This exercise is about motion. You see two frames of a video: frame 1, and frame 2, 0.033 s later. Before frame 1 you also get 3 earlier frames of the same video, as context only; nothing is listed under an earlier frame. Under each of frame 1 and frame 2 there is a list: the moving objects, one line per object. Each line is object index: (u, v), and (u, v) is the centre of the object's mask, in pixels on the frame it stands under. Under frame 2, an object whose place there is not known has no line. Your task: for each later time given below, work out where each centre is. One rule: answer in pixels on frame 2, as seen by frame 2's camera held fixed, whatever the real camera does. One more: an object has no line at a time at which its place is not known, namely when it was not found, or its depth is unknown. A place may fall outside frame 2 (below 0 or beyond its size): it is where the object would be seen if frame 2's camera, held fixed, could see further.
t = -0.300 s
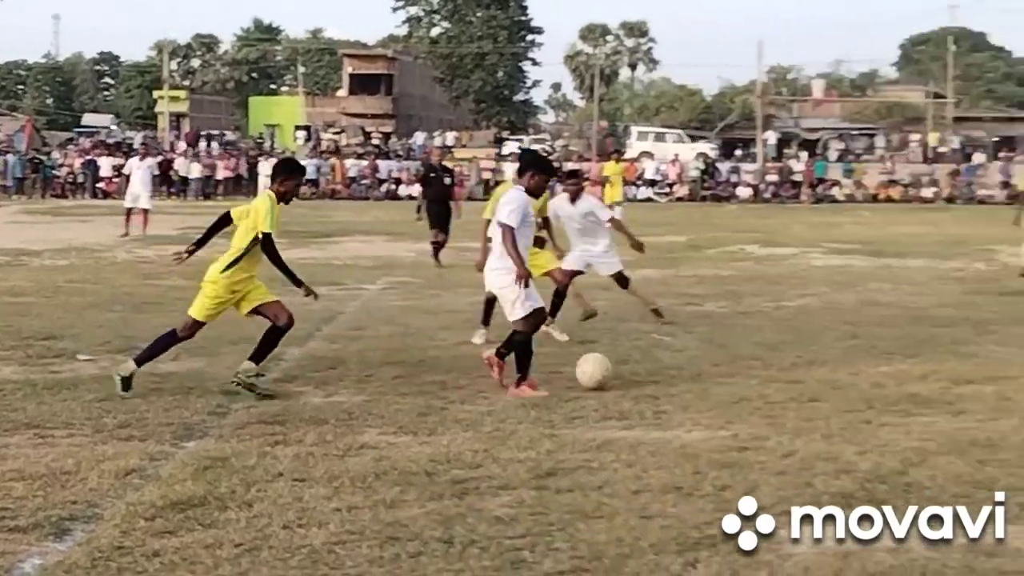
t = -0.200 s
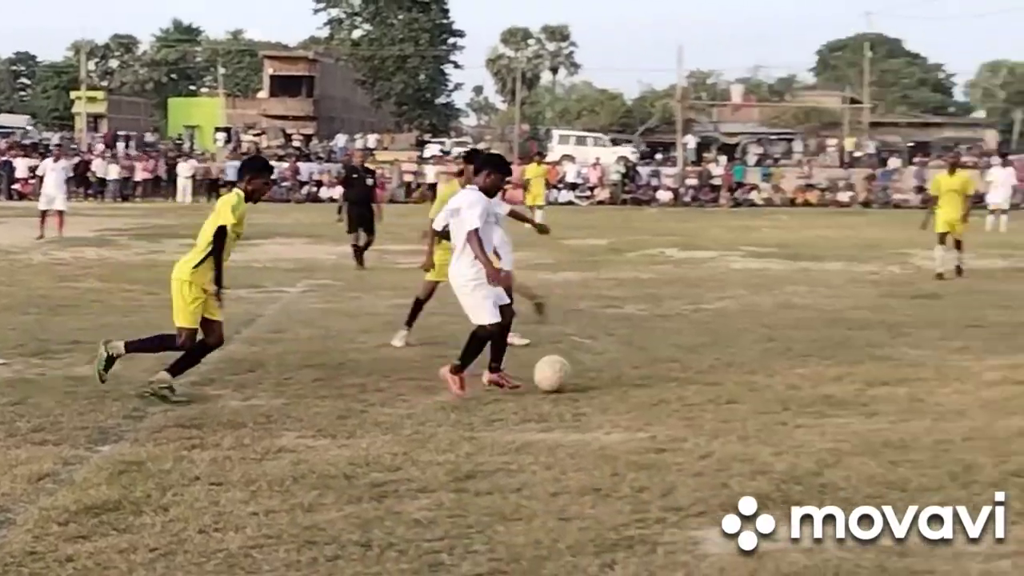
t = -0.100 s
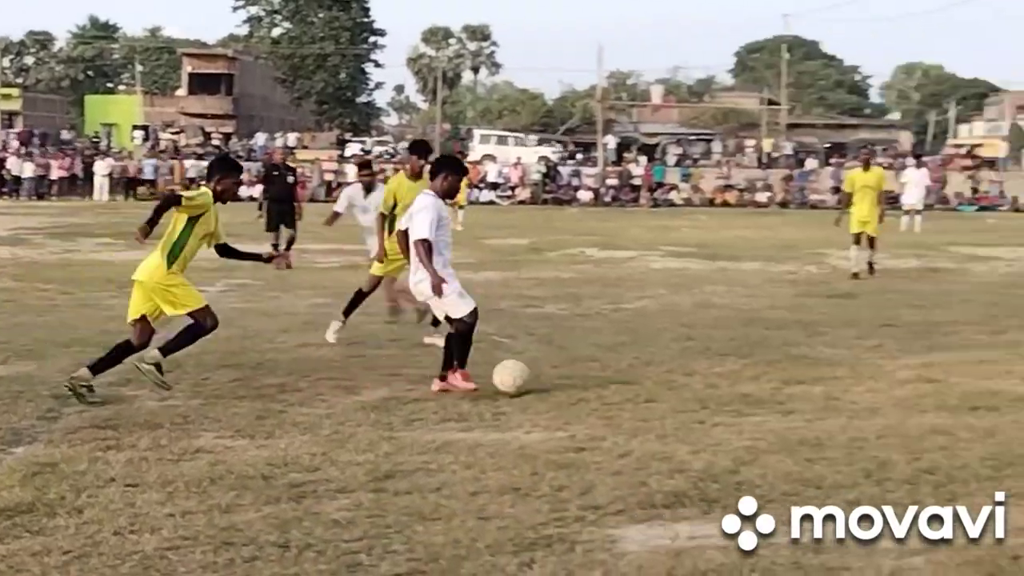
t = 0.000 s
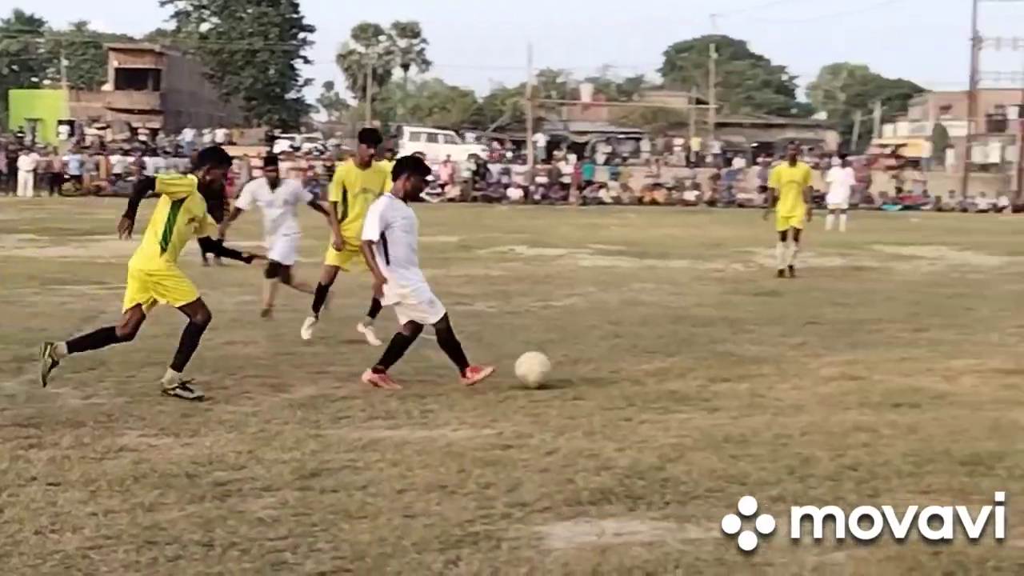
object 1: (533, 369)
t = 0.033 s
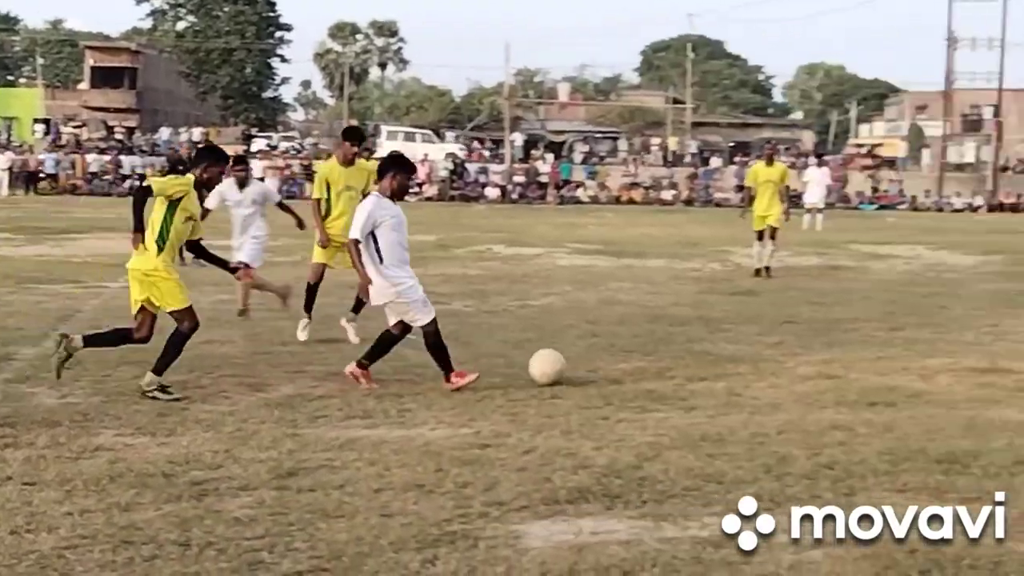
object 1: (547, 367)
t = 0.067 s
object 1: (581, 366)
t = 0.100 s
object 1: (616, 366)
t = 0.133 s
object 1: (649, 366)
